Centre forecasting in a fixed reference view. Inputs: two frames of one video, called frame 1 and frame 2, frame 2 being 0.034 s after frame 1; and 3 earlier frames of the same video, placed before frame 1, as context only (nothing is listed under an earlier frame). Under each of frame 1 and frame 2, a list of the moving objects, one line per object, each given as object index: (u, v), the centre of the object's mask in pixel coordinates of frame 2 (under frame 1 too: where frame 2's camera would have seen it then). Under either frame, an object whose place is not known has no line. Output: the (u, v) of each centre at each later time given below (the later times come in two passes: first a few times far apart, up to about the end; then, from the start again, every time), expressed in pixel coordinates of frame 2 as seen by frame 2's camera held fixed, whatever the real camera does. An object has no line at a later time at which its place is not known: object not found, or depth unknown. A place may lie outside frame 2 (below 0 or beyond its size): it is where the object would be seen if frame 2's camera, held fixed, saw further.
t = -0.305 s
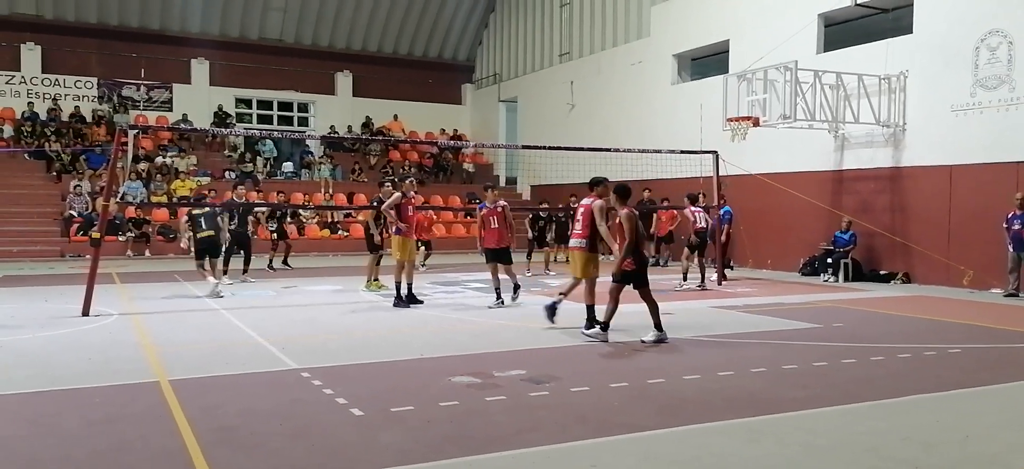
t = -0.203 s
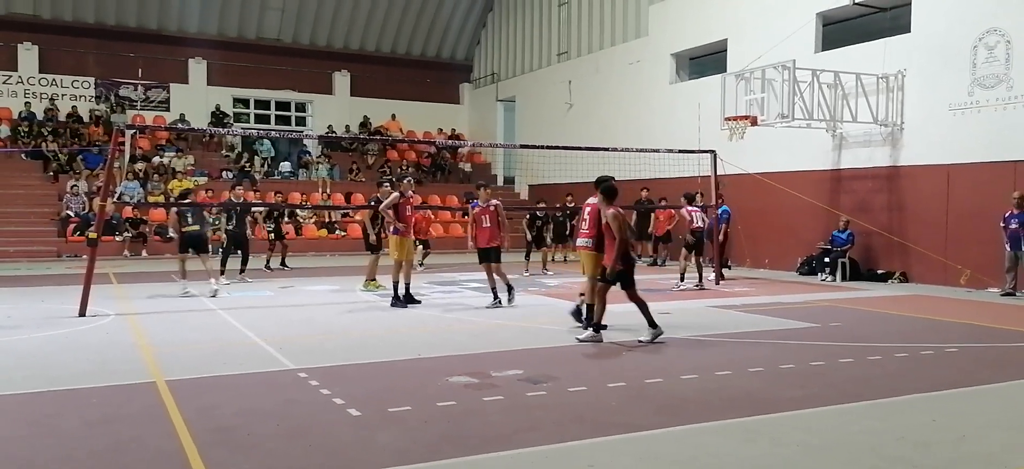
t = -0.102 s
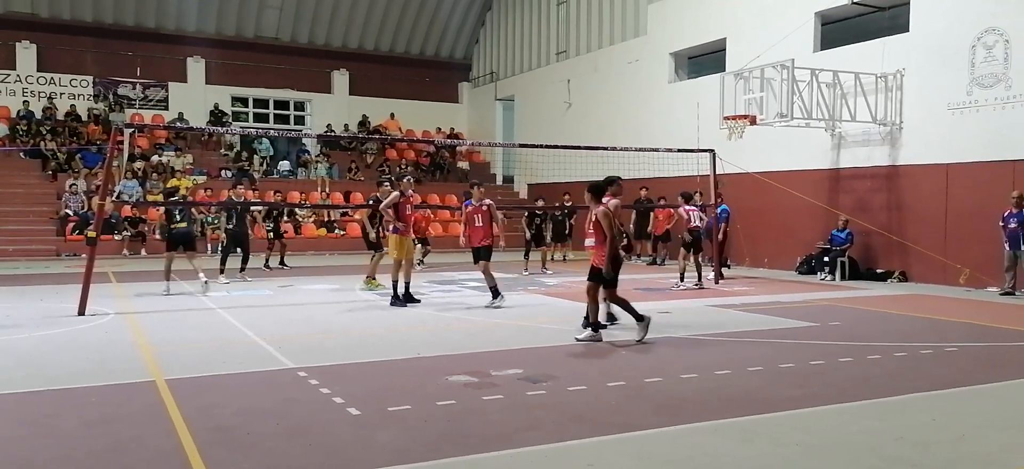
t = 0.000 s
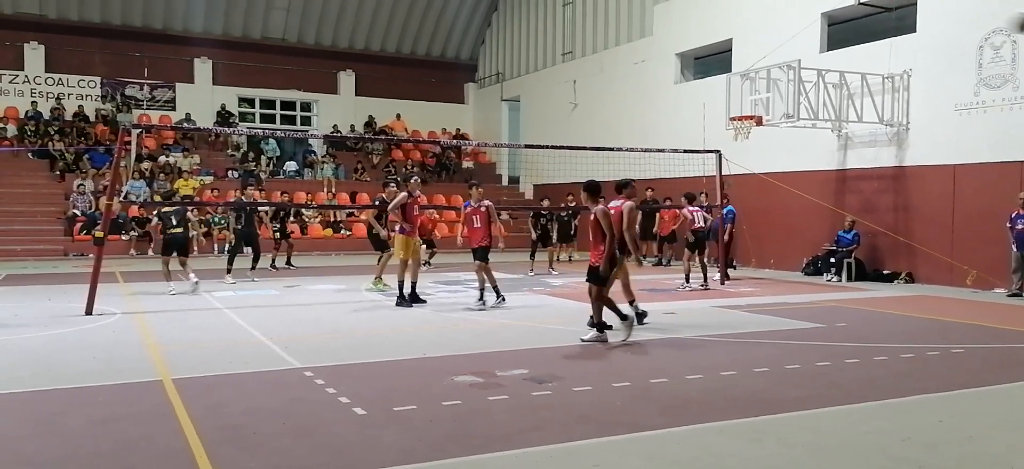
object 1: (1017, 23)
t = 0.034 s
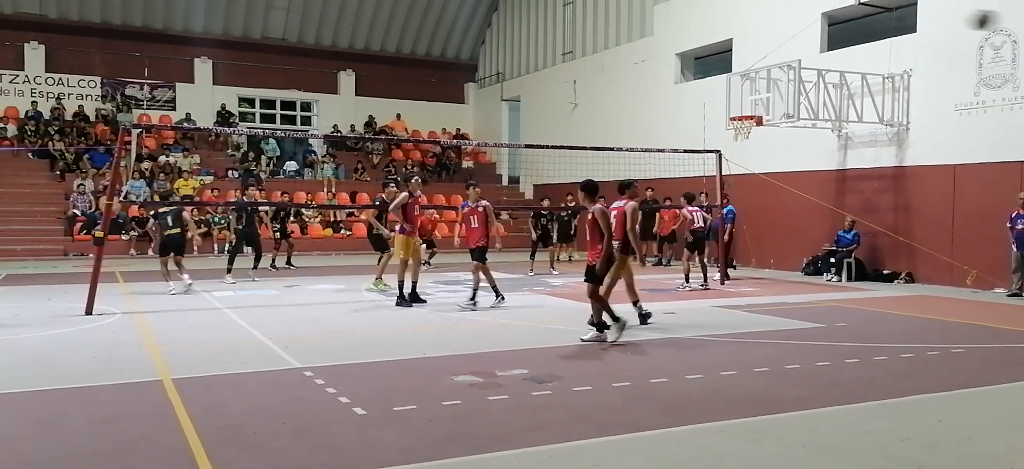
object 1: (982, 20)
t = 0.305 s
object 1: (745, 29)
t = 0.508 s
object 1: (636, 59)
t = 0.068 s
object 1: (945, 18)
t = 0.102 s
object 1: (908, 15)
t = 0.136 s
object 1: (874, 15)
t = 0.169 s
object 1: (846, 16)
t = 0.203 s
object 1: (819, 19)
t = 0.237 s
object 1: (792, 22)
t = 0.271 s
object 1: (767, 25)
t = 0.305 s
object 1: (745, 29)
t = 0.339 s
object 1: (723, 33)
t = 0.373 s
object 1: (703, 38)
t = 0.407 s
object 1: (685, 43)
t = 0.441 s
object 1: (667, 48)
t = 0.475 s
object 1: (651, 54)
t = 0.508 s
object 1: (636, 59)
